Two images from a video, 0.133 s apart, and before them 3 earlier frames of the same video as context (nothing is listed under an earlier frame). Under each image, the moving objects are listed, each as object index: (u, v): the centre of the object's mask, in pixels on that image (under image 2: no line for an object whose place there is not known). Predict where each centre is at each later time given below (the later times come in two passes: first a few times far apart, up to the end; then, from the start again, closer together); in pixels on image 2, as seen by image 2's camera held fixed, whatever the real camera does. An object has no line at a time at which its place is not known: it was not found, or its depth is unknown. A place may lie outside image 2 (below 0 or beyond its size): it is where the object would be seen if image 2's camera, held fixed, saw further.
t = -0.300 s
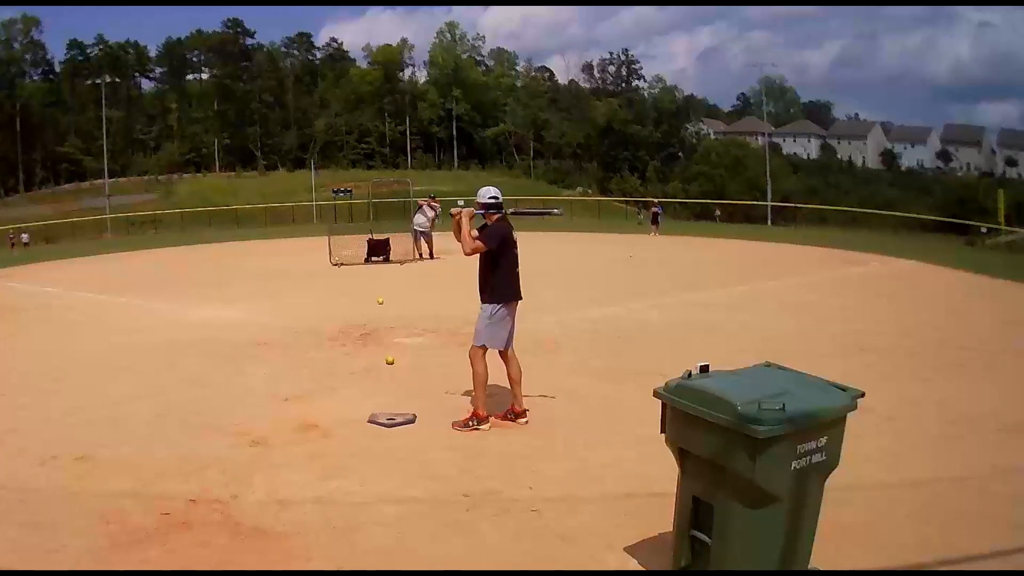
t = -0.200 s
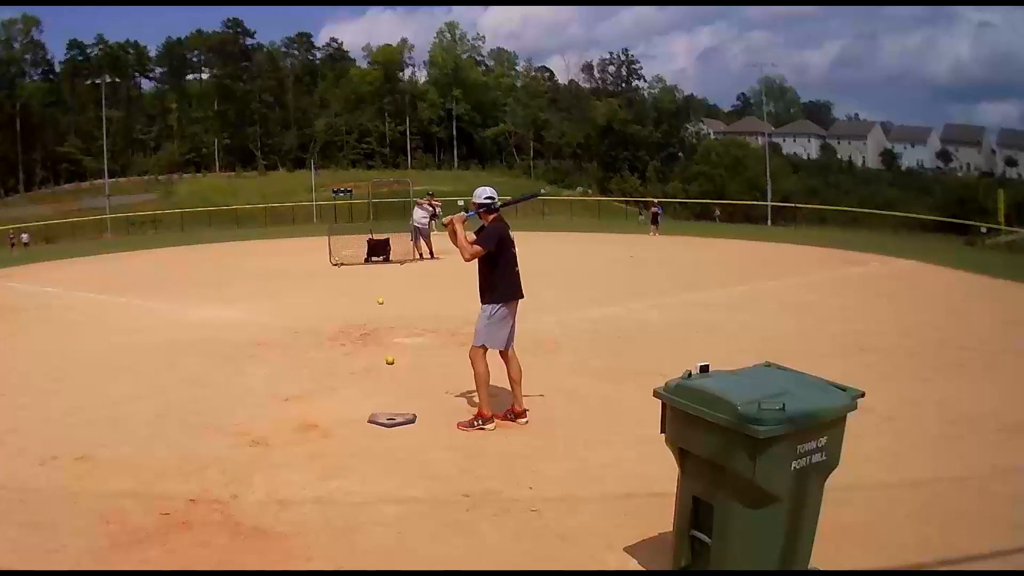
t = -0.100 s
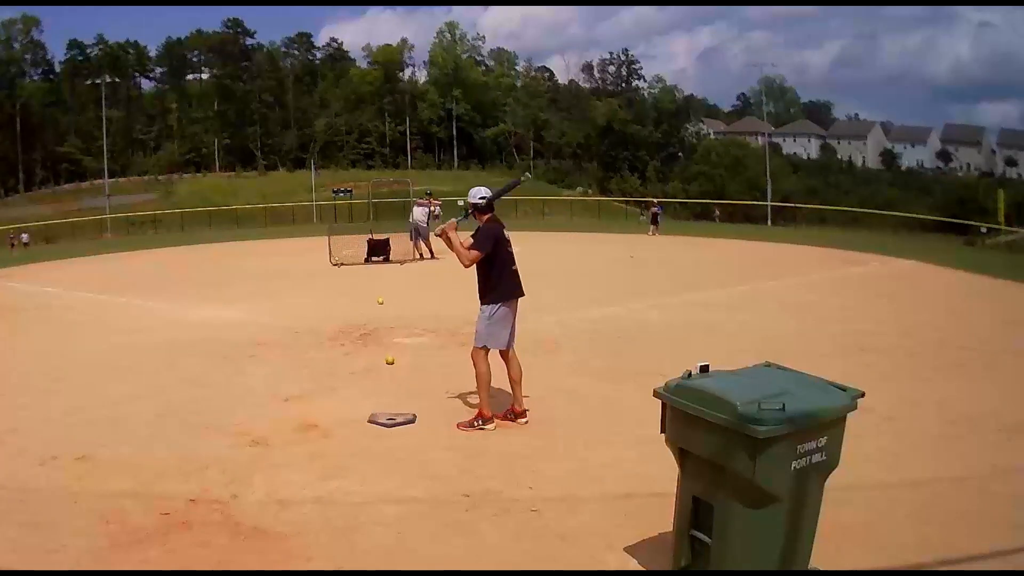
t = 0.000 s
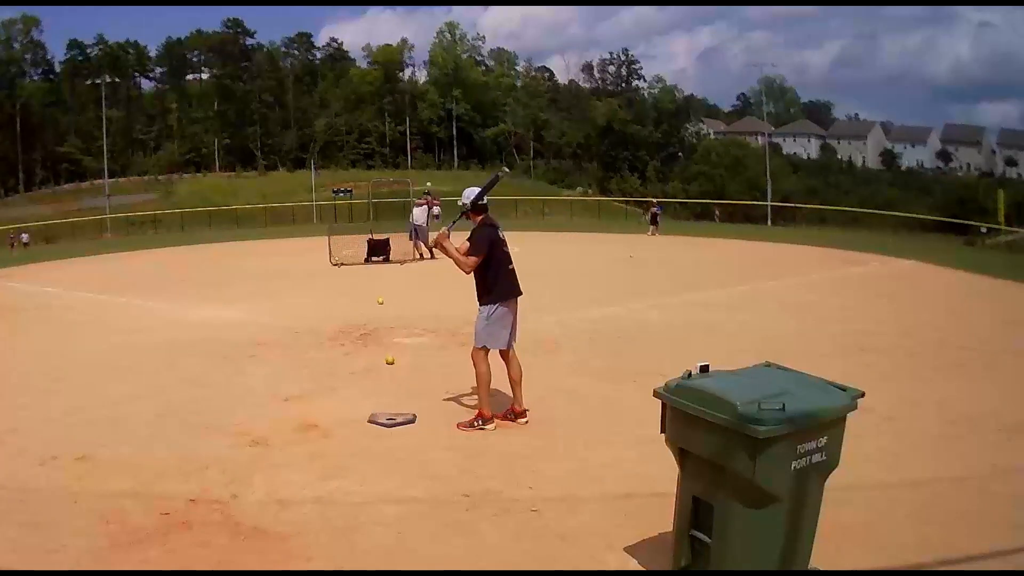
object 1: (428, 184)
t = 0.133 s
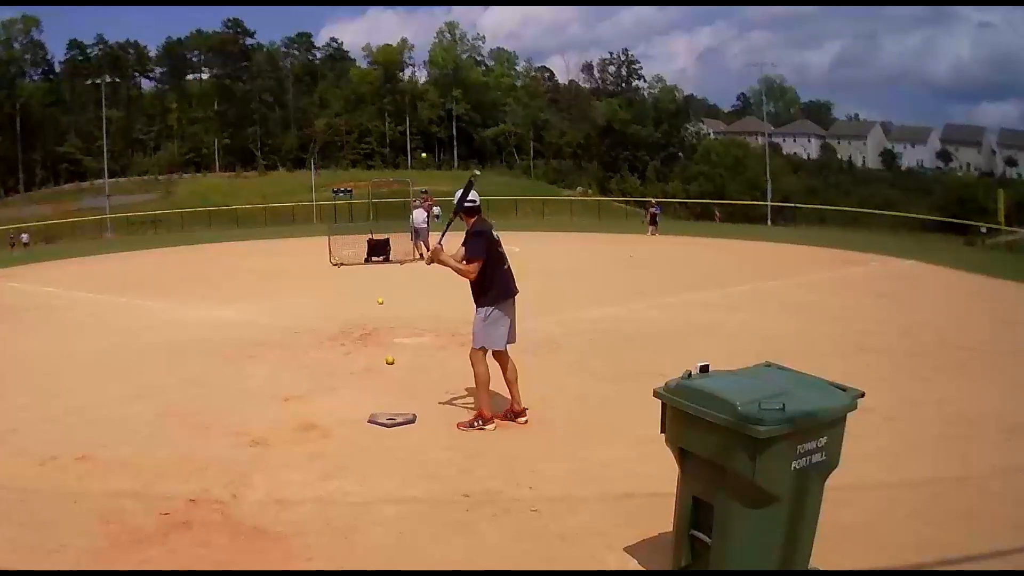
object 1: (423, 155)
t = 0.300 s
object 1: (415, 125)
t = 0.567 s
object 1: (404, 98)
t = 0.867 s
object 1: (387, 117)
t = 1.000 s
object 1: (378, 155)
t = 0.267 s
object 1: (417, 131)
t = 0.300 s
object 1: (415, 125)
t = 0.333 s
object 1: (414, 120)
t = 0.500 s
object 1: (407, 102)
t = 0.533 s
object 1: (406, 100)
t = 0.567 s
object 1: (404, 98)
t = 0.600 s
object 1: (403, 97)
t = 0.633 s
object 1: (401, 96)
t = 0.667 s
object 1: (399, 97)
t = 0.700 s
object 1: (397, 98)
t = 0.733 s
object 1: (395, 99)
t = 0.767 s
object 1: (393, 102)
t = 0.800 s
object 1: (391, 106)
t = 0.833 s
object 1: (389, 111)
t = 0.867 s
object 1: (387, 117)
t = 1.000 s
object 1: (378, 155)
